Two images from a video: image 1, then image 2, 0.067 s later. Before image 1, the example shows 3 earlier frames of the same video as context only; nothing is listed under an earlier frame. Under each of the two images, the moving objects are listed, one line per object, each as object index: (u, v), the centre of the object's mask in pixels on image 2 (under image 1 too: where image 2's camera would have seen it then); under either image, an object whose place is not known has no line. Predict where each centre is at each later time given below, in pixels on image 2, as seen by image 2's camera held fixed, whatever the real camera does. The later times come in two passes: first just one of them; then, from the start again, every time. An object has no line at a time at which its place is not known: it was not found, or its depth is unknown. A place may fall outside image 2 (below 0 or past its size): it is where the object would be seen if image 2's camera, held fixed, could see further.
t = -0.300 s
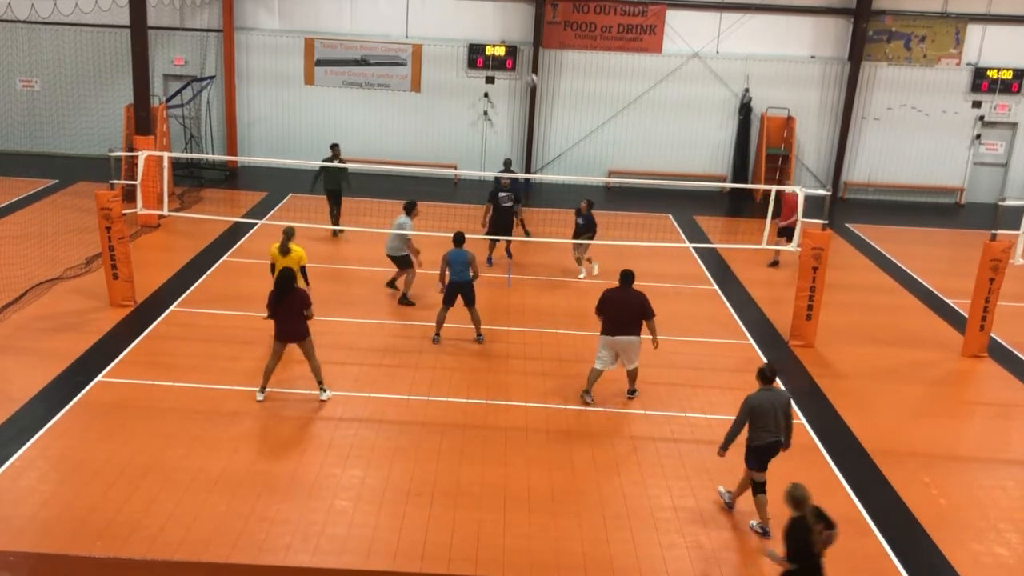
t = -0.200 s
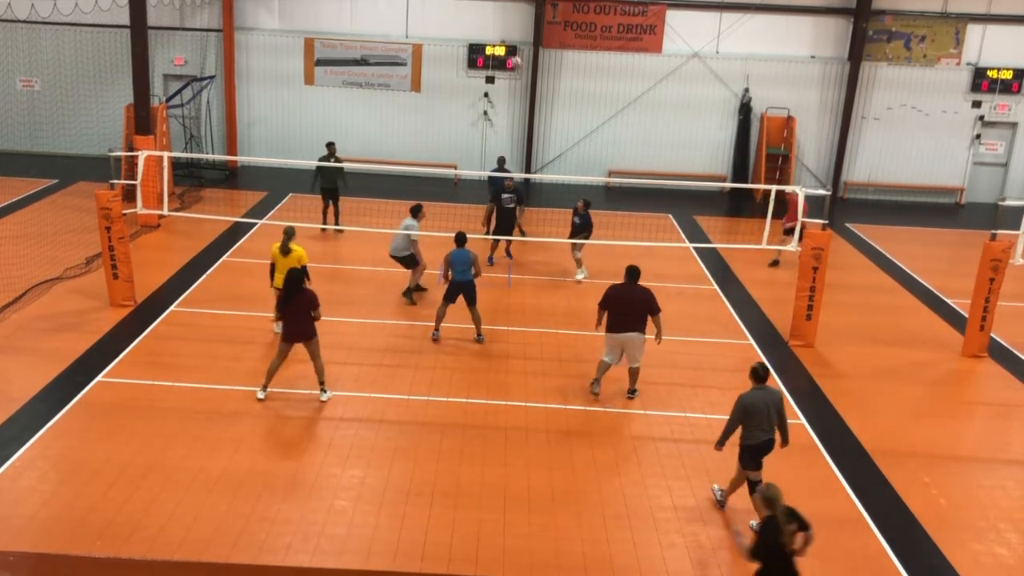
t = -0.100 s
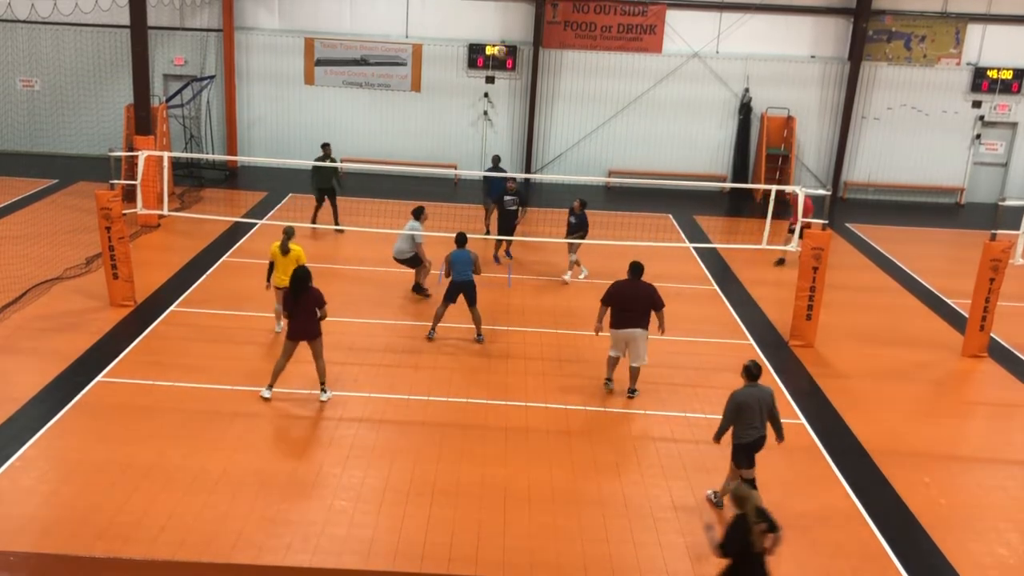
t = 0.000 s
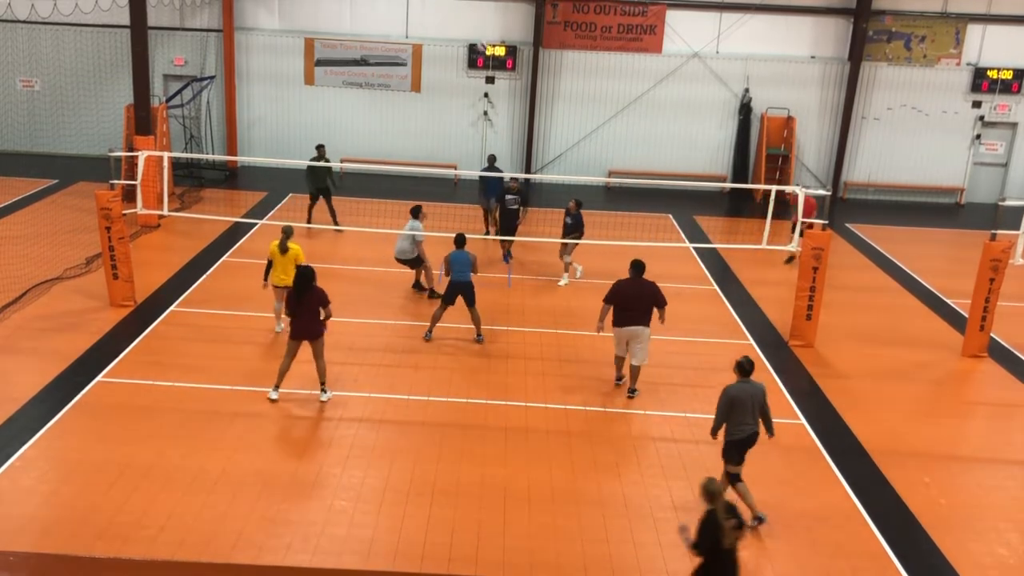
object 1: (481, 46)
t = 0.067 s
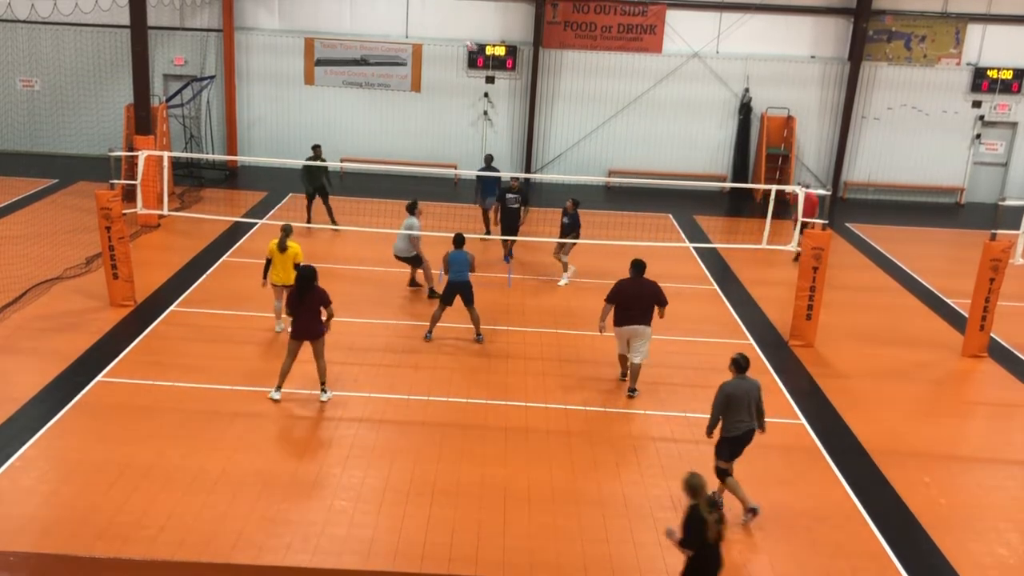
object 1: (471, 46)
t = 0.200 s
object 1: (448, 53)
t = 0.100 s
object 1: (465, 46)
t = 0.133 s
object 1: (460, 50)
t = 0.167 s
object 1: (454, 50)
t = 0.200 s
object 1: (448, 53)
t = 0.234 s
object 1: (442, 57)
